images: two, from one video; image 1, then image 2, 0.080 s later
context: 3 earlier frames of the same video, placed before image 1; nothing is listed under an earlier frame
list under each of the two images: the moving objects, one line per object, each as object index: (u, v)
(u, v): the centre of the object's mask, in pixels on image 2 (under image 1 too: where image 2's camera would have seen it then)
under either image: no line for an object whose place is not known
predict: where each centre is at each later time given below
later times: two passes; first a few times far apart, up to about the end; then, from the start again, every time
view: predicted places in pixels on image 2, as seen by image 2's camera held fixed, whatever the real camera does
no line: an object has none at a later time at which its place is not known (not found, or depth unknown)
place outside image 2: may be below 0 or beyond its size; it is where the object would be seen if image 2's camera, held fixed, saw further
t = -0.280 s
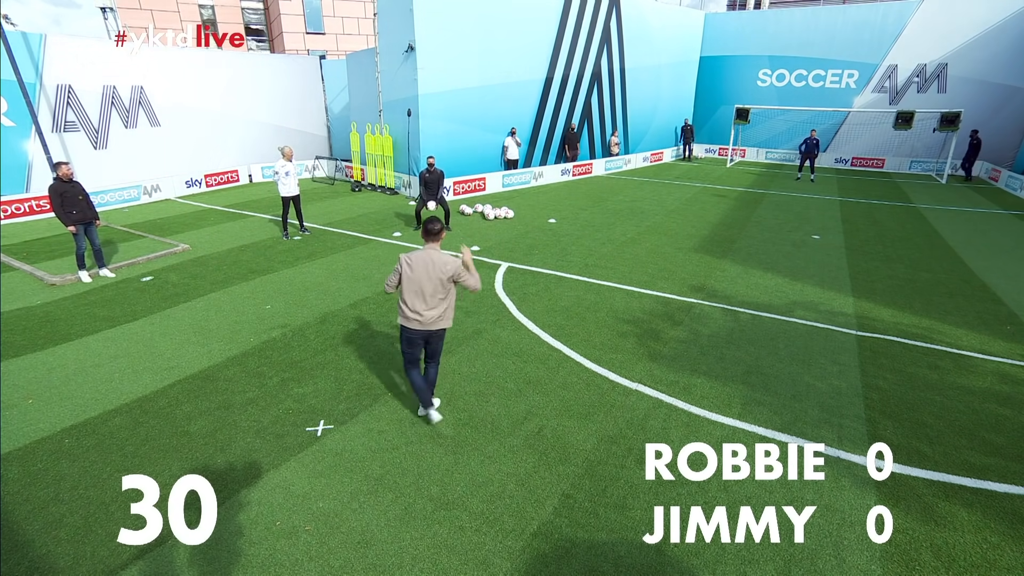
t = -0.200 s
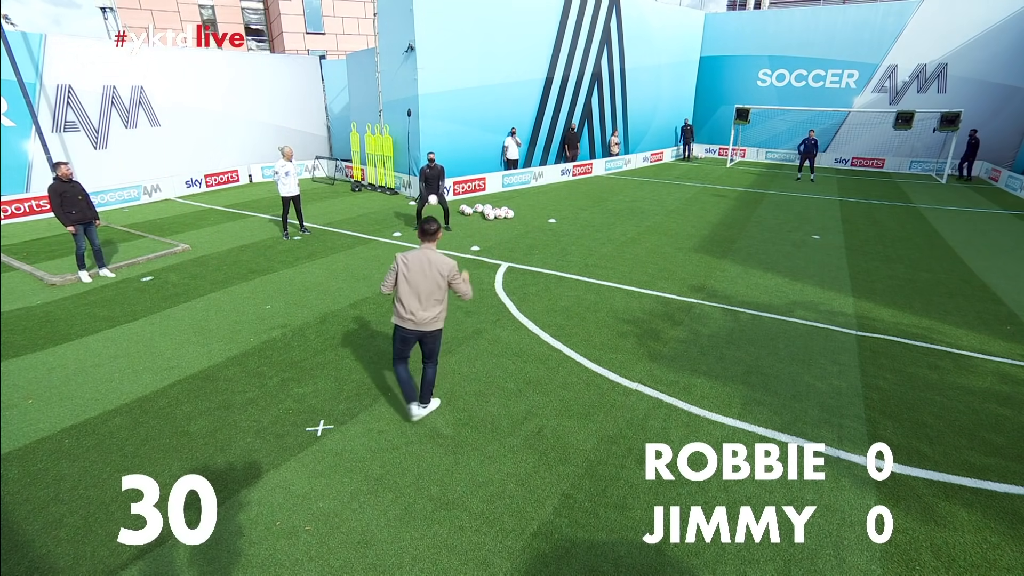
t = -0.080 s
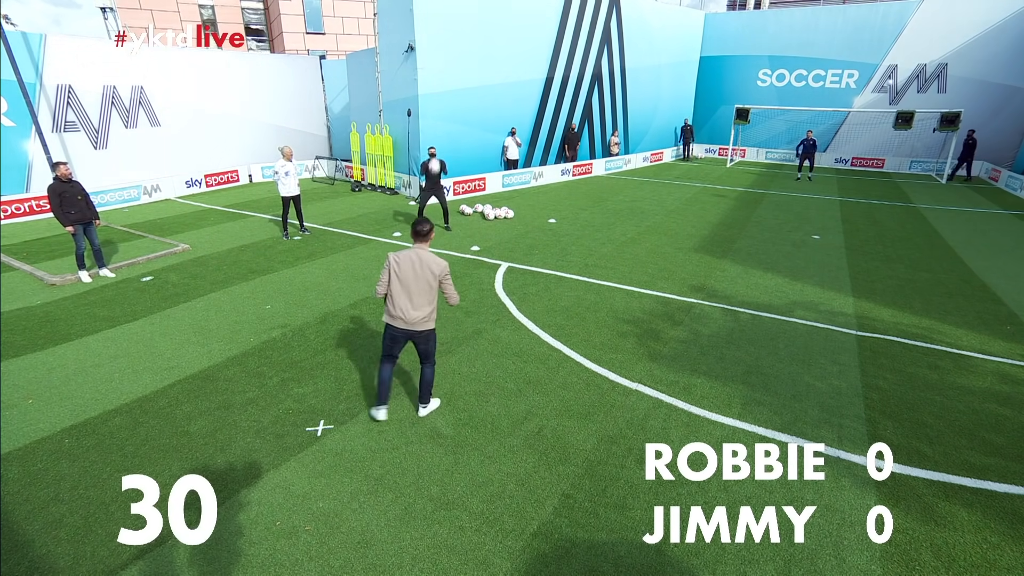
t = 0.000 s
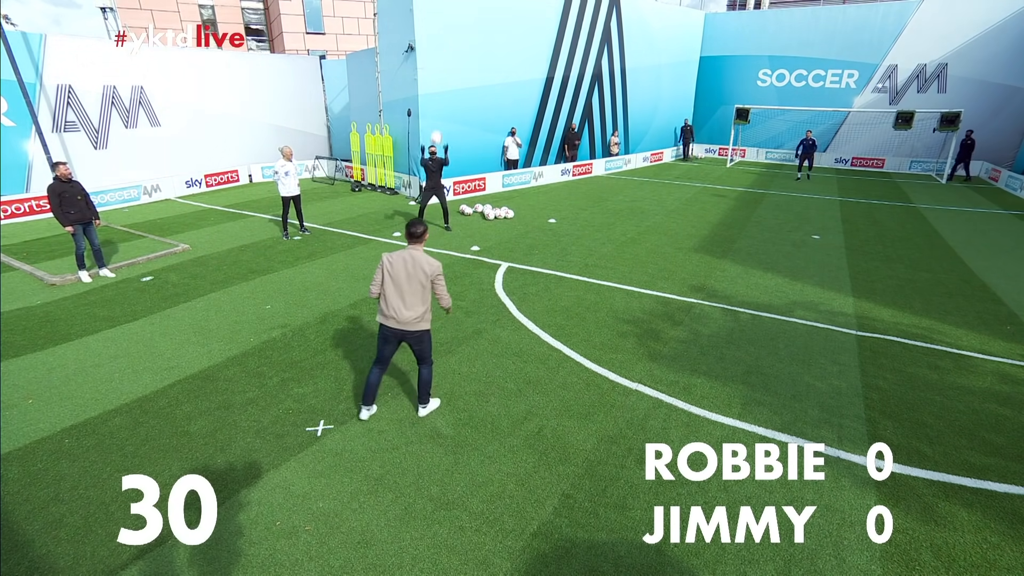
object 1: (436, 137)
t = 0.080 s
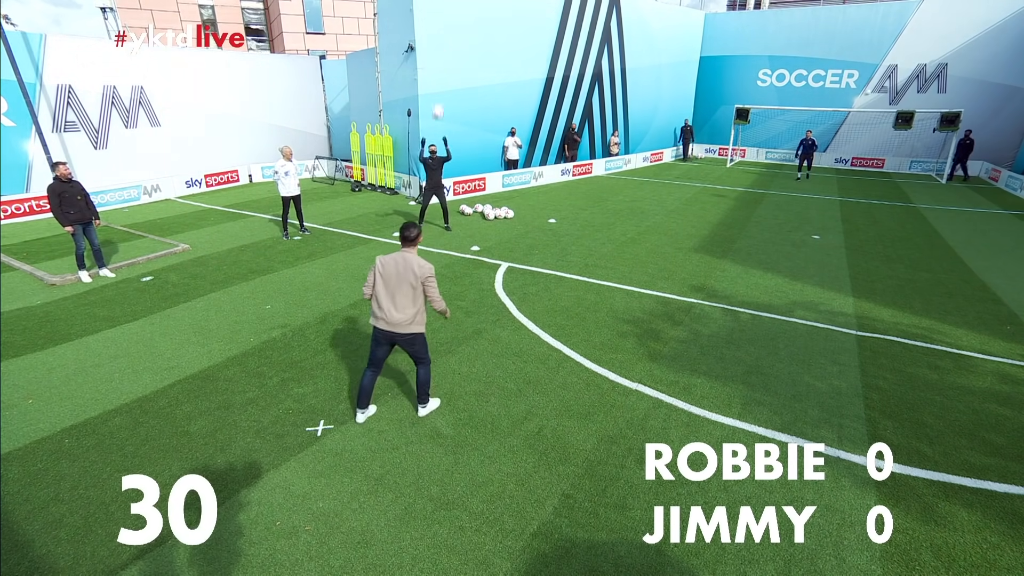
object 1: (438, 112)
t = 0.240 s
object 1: (443, 64)
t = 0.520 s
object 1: (457, 6)
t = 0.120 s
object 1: (439, 99)
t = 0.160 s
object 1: (440, 87)
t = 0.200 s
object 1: (441, 75)
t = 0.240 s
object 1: (443, 64)
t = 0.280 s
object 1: (444, 54)
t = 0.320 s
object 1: (446, 44)
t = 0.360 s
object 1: (448, 34)
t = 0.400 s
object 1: (450, 25)
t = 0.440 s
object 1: (452, 17)
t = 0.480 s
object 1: (455, 9)
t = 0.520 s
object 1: (457, 6)
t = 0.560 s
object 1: (460, 4)
